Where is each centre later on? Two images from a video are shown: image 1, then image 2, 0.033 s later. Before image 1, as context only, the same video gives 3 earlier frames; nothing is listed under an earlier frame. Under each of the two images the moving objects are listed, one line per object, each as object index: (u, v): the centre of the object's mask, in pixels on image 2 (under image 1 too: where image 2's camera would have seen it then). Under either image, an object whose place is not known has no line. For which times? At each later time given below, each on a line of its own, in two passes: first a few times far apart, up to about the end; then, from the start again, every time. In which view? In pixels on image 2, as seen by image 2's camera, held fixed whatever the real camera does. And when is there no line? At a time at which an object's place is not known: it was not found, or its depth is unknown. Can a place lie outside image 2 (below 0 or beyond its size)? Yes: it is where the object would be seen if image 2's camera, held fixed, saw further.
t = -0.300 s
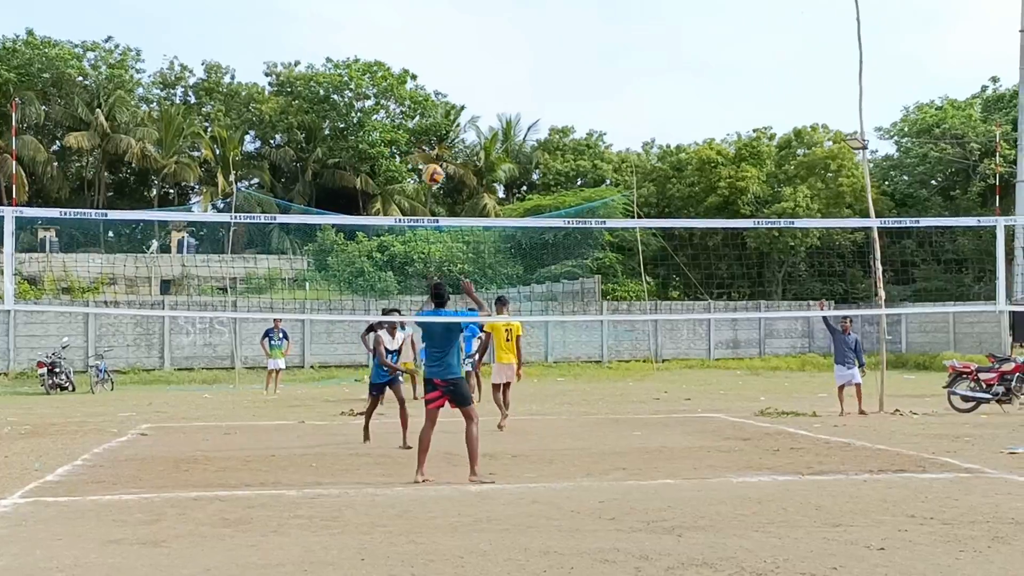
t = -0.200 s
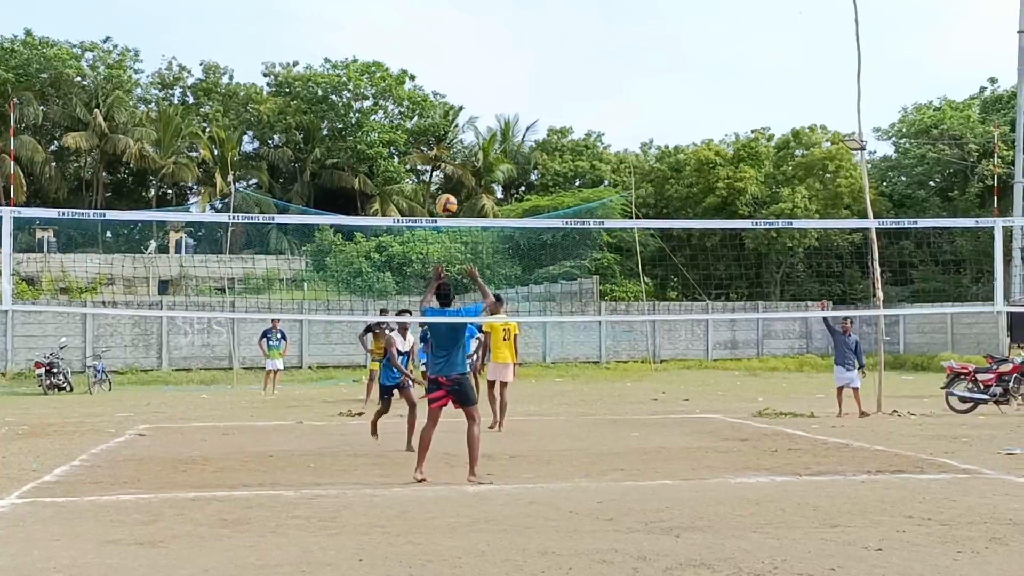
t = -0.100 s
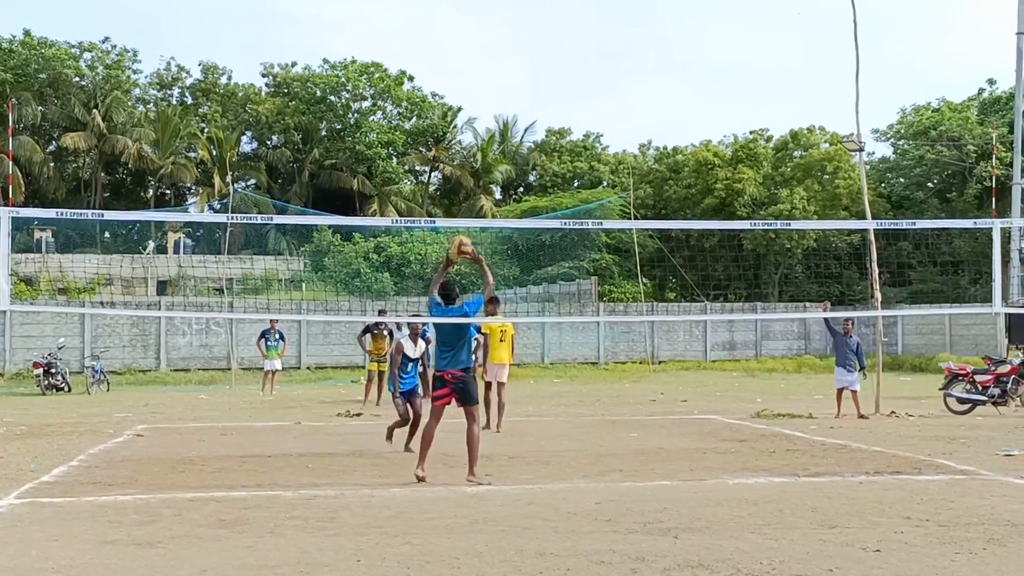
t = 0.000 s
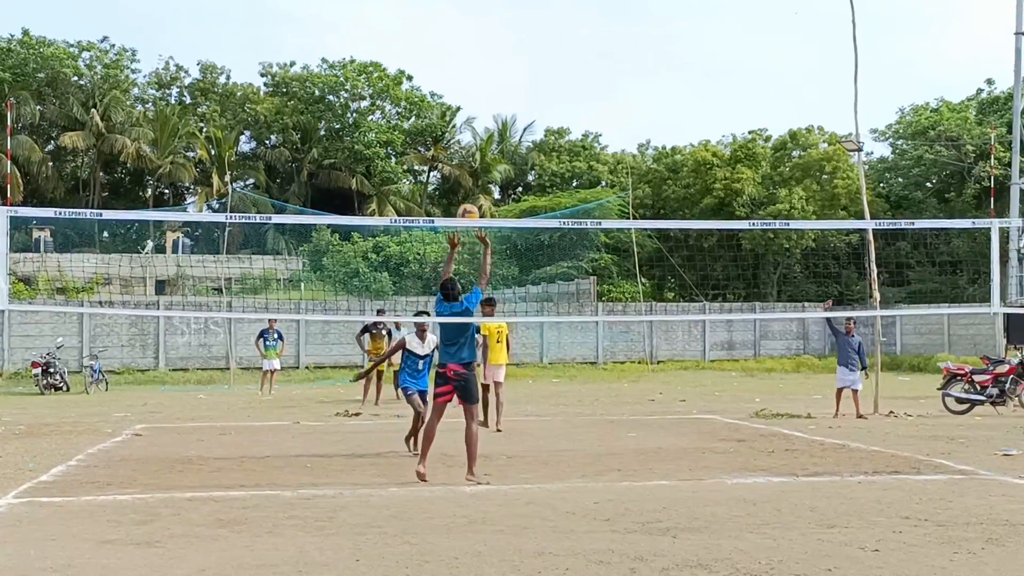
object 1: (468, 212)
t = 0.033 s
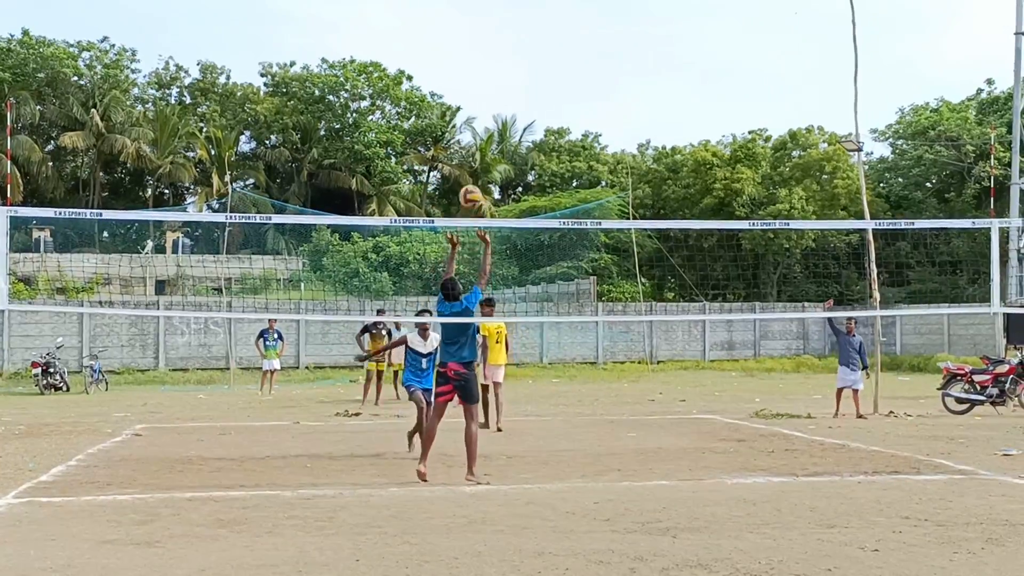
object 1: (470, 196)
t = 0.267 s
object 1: (488, 96)
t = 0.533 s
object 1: (508, 51)
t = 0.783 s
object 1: (527, 74)
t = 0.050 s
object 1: (471, 187)
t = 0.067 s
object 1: (473, 178)
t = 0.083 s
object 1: (474, 170)
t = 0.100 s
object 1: (475, 162)
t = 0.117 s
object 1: (477, 154)
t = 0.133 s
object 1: (478, 147)
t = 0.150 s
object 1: (479, 140)
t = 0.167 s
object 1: (480, 132)
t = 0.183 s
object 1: (482, 126)
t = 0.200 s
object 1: (483, 119)
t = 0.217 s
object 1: (484, 113)
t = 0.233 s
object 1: (485, 107)
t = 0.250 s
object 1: (486, 101)
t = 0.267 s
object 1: (488, 96)
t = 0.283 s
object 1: (489, 91)
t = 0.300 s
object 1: (490, 86)
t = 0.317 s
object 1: (491, 82)
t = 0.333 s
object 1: (493, 78)
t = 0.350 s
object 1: (494, 74)
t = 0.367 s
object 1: (495, 71)
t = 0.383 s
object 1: (496, 67)
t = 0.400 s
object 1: (498, 64)
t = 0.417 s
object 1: (499, 62)
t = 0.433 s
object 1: (500, 60)
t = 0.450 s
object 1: (501, 57)
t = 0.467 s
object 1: (503, 55)
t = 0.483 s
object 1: (504, 54)
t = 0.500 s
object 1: (505, 52)
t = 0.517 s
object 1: (506, 51)
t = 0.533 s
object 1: (508, 51)
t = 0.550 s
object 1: (509, 50)
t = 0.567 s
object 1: (510, 50)
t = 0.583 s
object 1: (511, 50)
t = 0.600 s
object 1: (513, 51)
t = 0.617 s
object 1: (514, 51)
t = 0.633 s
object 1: (515, 52)
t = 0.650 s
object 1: (517, 54)
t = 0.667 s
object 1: (518, 55)
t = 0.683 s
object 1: (519, 57)
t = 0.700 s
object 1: (520, 59)
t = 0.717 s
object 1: (522, 62)
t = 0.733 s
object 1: (523, 64)
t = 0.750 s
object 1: (524, 67)
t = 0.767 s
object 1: (525, 71)
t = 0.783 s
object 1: (527, 74)
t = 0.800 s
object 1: (528, 78)
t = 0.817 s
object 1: (529, 82)
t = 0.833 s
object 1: (530, 87)
